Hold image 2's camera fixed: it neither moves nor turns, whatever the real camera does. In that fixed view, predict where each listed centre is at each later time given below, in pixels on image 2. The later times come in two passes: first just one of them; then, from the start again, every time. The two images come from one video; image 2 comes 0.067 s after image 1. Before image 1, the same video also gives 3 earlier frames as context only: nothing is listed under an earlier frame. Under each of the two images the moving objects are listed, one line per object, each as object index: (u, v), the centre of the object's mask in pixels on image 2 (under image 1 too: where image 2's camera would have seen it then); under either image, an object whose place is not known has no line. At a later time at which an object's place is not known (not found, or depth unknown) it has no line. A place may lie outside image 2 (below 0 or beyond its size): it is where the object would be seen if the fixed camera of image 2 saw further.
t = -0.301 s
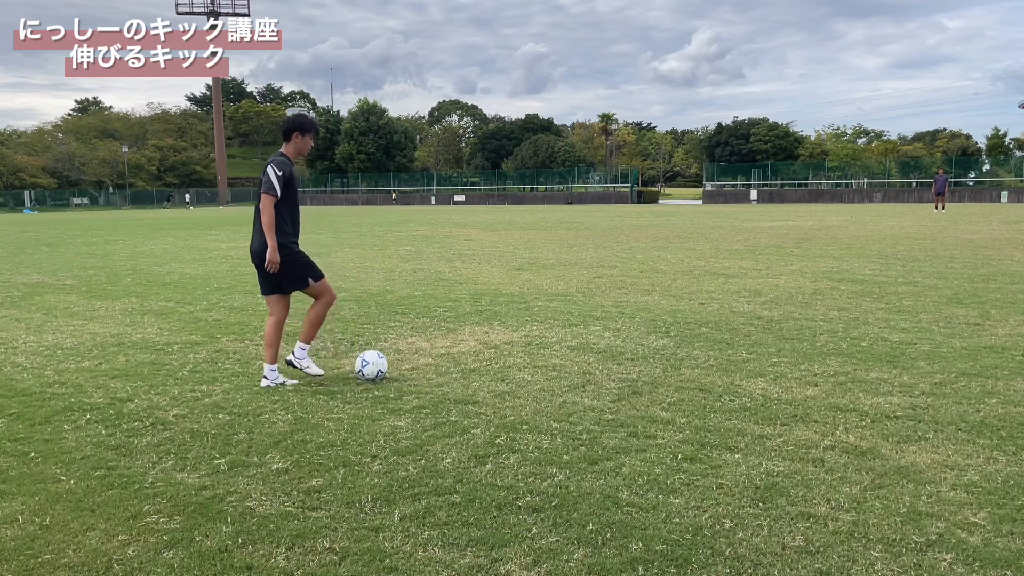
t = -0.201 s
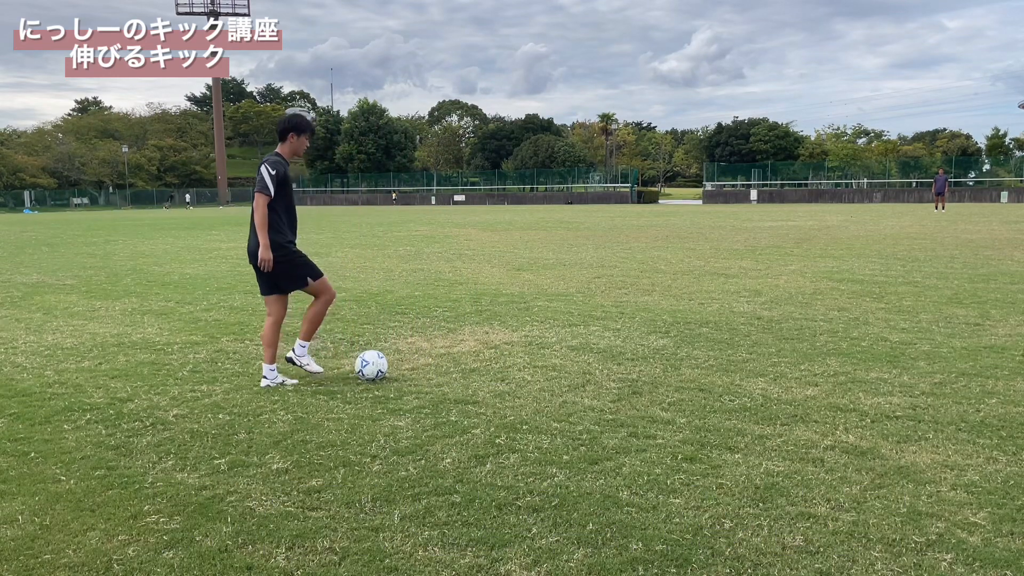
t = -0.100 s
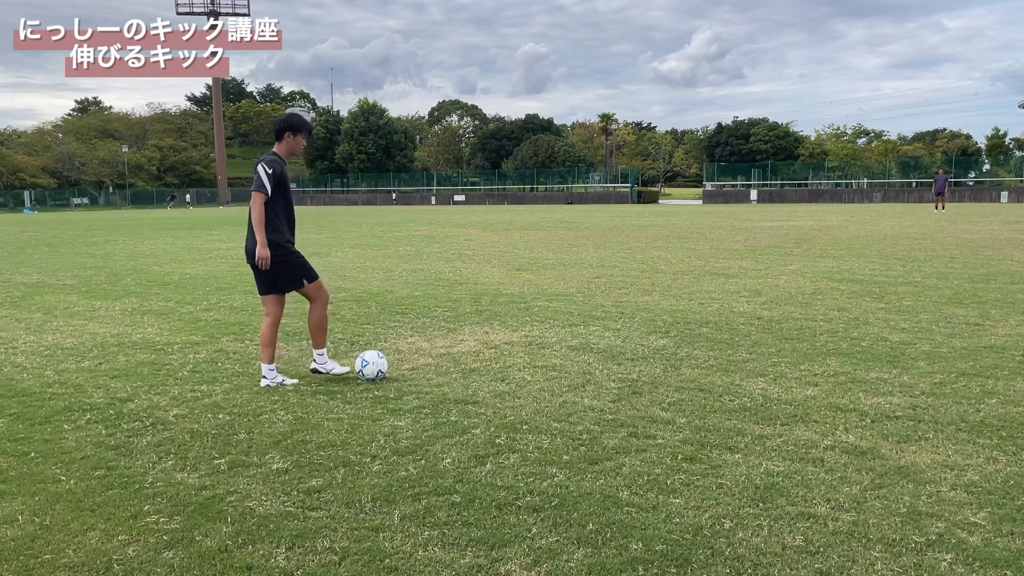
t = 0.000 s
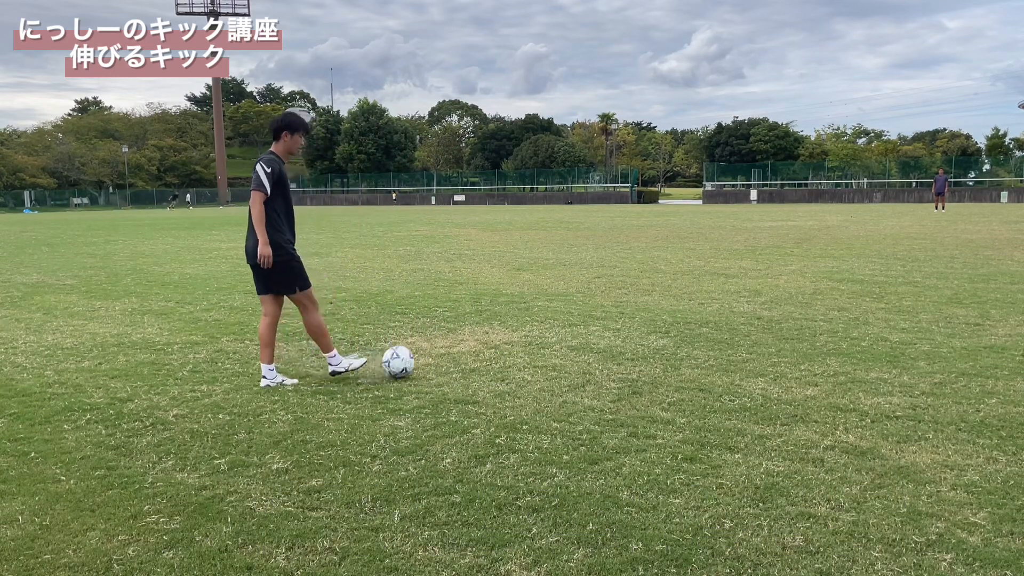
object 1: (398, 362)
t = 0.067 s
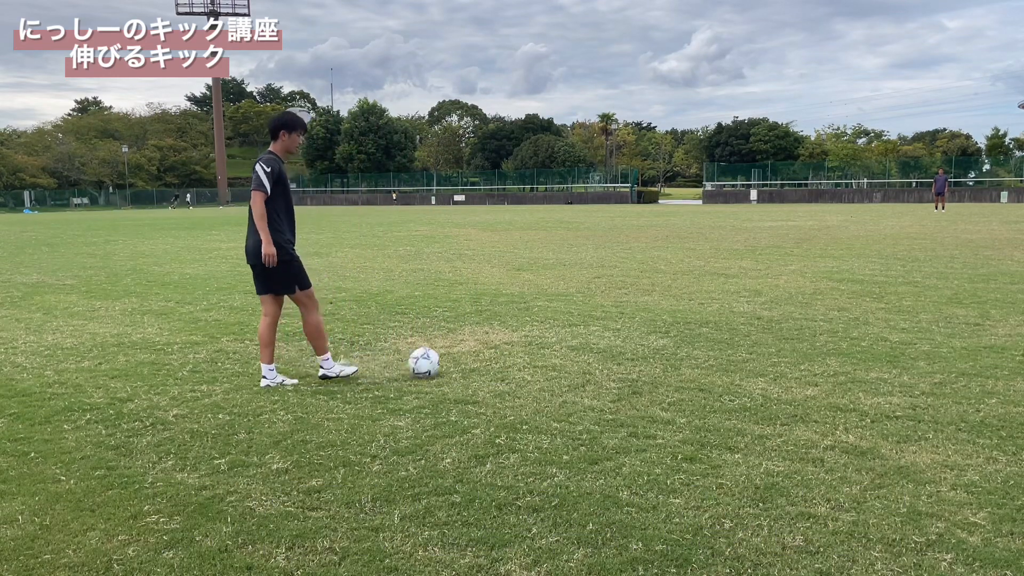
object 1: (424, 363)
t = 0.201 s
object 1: (463, 359)
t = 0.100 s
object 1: (436, 363)
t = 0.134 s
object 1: (446, 362)
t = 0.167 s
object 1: (454, 361)
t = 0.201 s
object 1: (463, 359)
